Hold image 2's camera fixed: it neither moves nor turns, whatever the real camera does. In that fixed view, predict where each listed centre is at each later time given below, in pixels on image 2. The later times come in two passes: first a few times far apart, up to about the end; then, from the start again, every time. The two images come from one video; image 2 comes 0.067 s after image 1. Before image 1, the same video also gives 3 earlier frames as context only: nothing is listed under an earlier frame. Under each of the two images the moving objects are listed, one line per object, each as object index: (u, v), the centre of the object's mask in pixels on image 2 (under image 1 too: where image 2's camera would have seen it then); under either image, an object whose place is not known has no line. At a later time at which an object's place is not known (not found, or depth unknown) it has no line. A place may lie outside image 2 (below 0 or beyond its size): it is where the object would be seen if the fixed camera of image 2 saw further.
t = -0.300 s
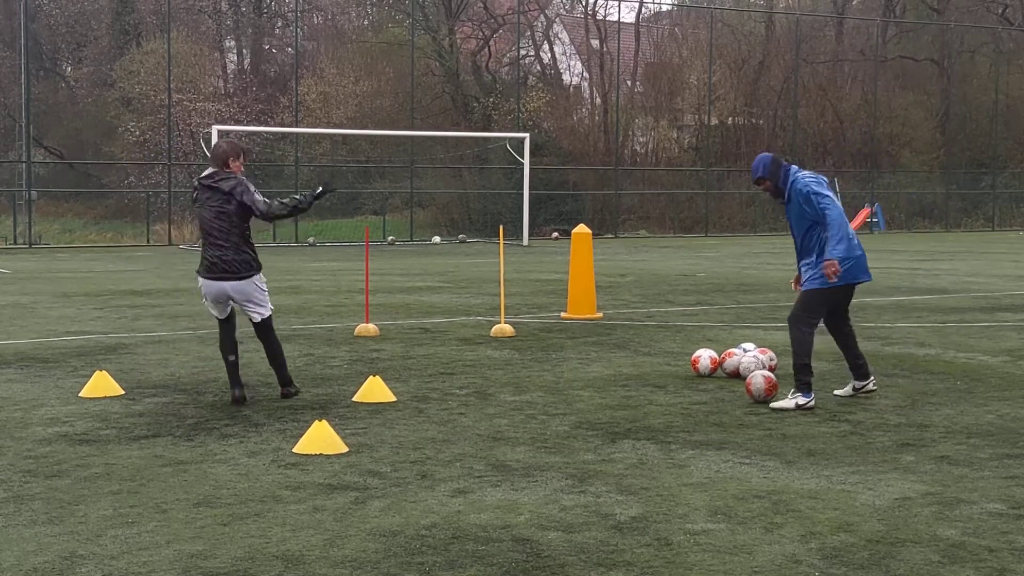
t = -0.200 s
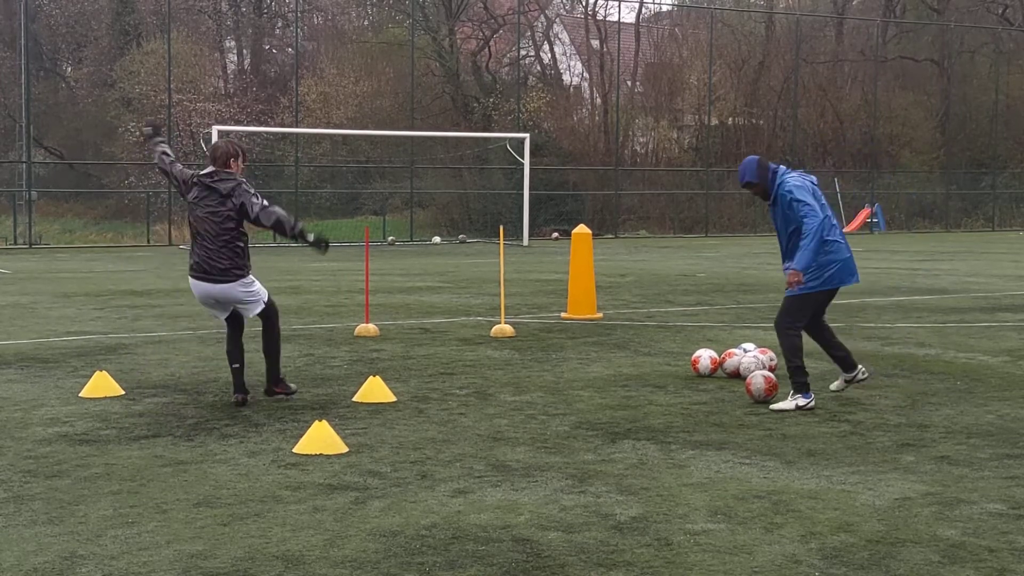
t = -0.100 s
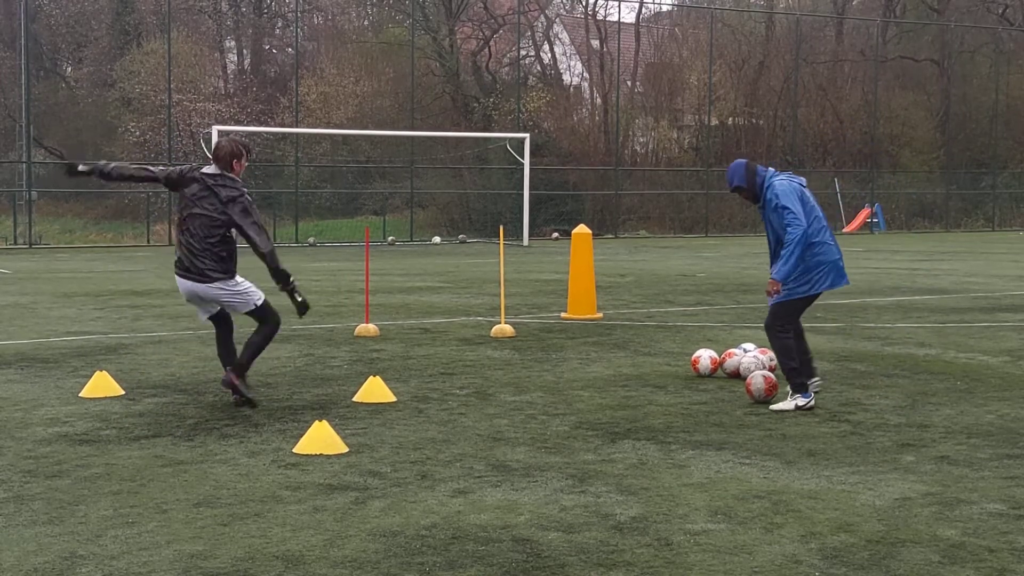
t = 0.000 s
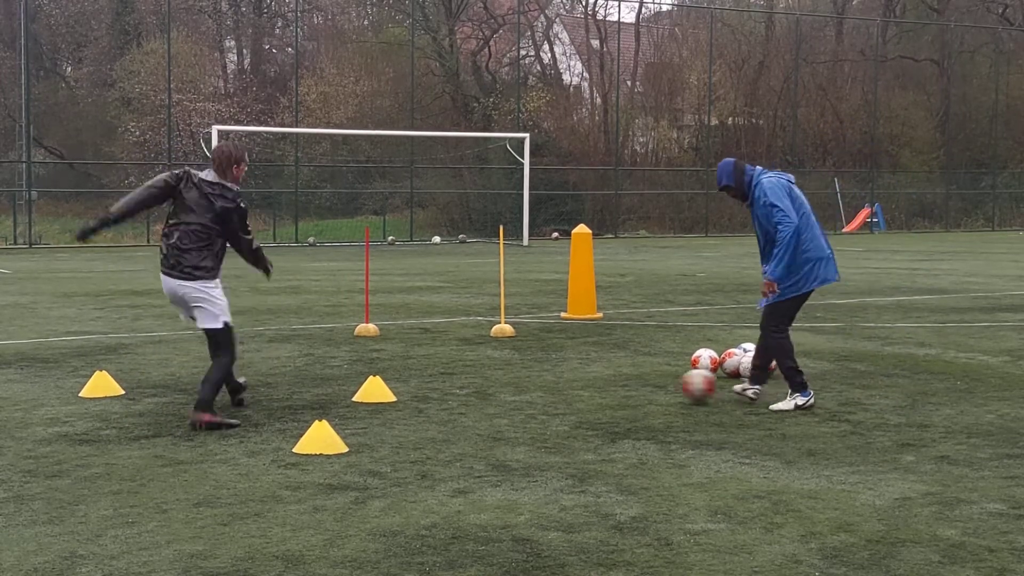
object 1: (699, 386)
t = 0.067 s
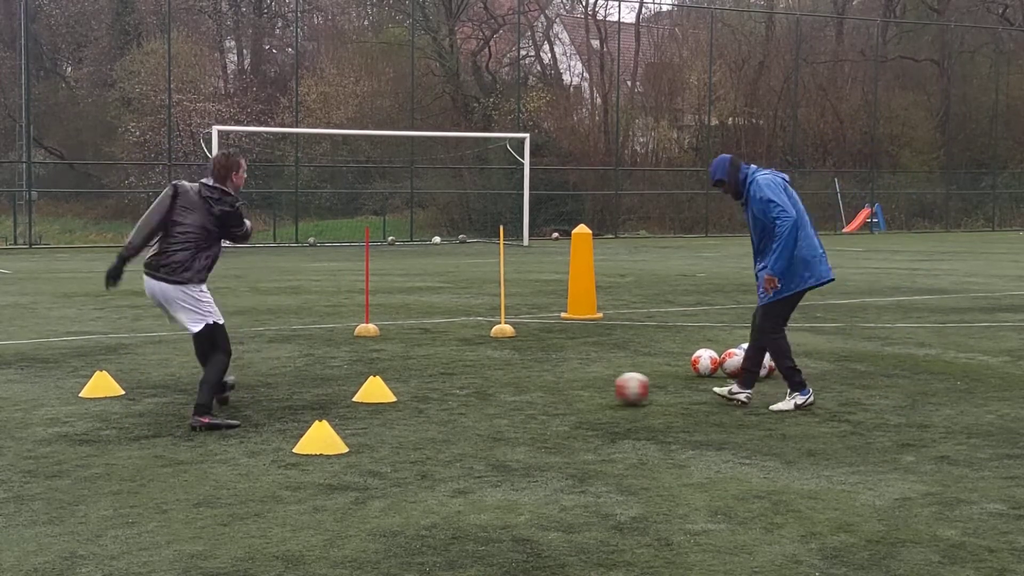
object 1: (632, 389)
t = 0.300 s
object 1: (417, 390)
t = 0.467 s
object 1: (280, 394)
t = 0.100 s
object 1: (600, 386)
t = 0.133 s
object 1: (569, 386)
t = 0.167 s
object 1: (537, 388)
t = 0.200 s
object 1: (505, 391)
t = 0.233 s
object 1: (476, 391)
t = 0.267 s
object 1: (445, 389)
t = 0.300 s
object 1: (417, 390)
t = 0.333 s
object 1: (389, 392)
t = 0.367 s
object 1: (358, 393)
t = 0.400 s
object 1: (334, 391)
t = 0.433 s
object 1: (307, 391)
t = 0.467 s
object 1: (280, 394)
